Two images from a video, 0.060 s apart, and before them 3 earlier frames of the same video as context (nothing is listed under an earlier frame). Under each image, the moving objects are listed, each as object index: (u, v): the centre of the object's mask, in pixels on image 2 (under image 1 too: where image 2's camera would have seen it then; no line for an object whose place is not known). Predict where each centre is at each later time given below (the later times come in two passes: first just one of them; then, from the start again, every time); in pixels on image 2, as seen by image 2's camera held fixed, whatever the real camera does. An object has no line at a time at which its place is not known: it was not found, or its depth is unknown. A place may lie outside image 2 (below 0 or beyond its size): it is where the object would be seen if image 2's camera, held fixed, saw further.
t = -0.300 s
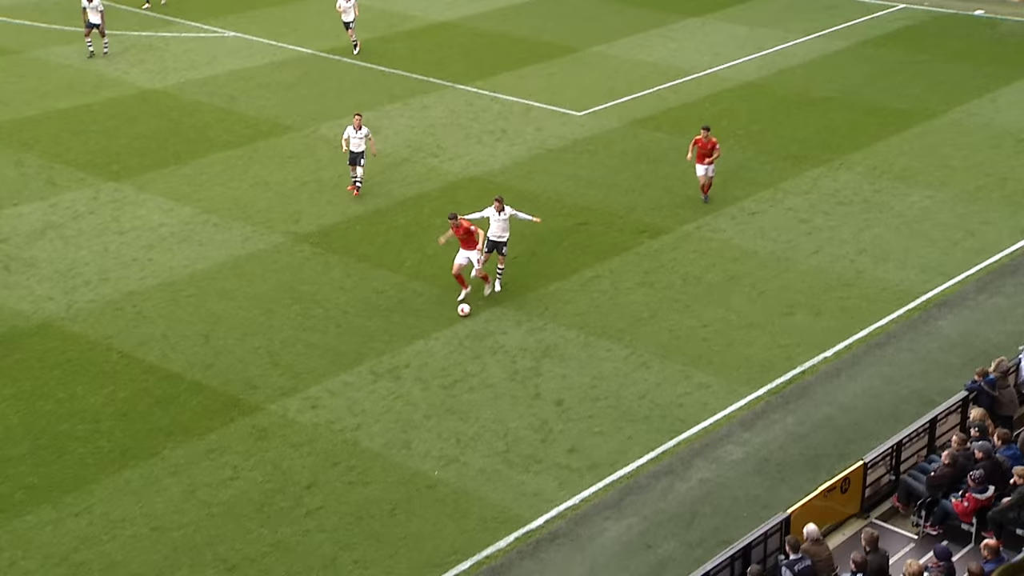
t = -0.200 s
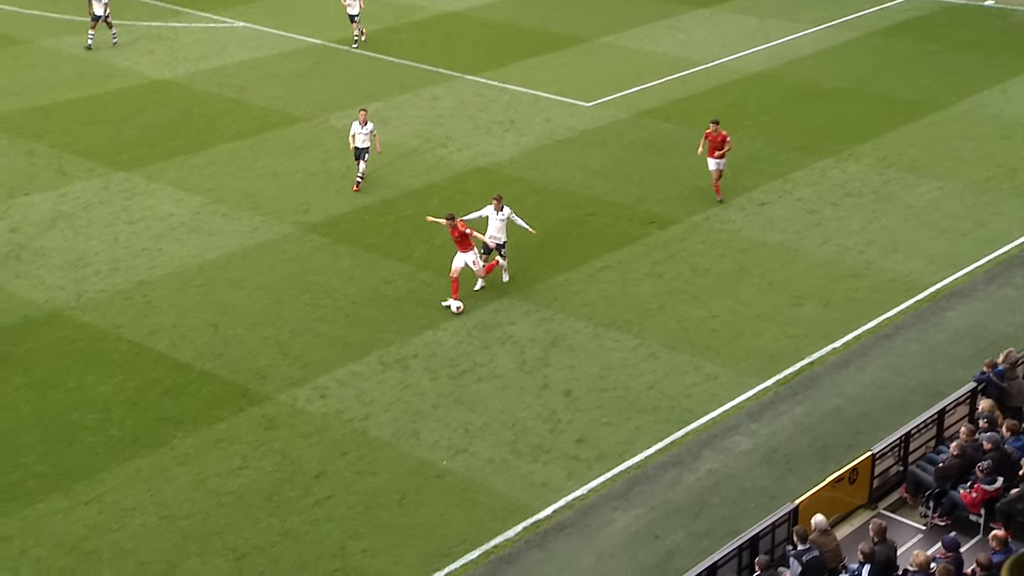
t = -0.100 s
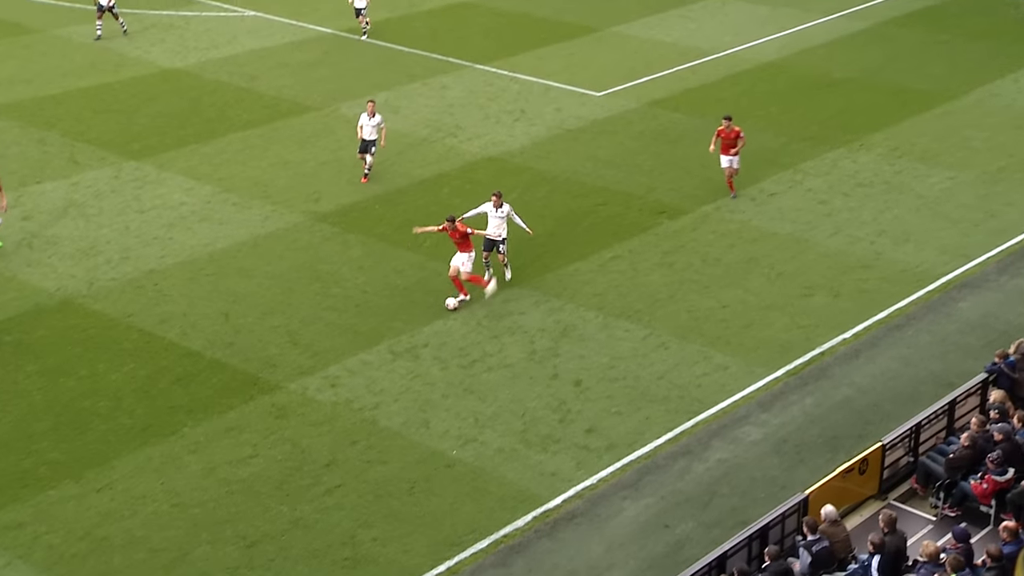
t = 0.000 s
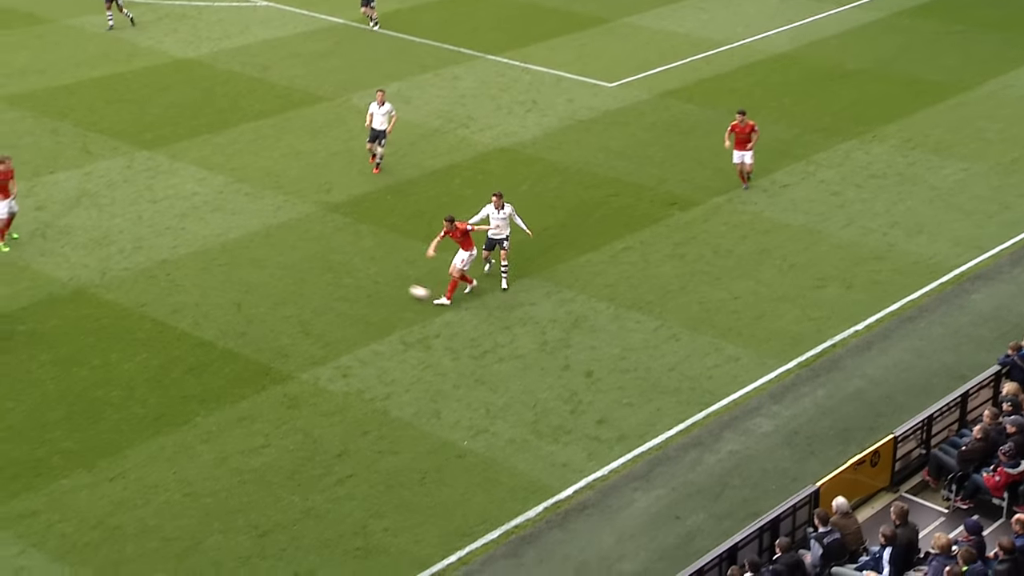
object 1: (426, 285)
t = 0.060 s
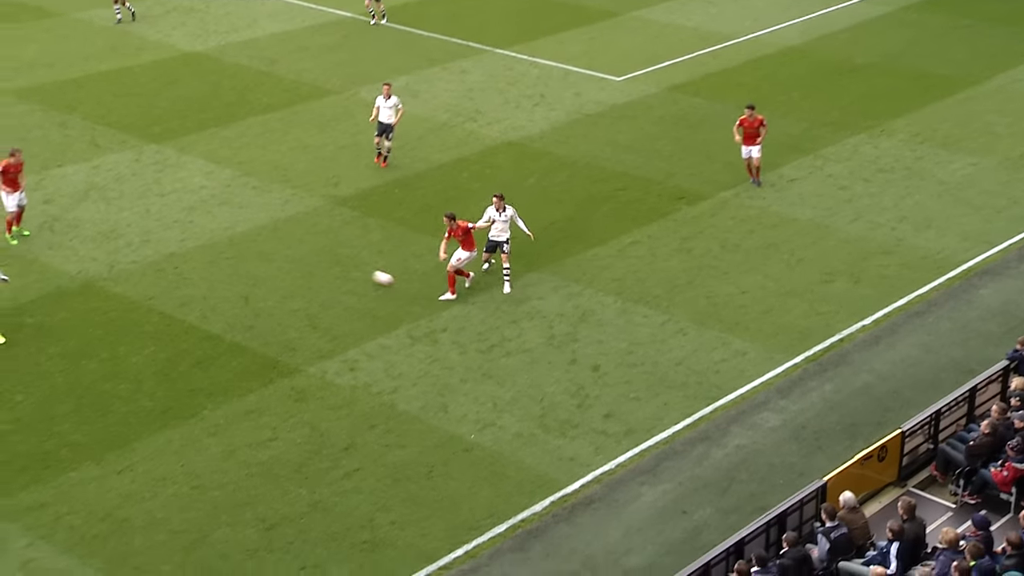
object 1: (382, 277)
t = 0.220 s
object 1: (276, 259)
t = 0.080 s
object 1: (367, 275)
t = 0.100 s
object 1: (354, 272)
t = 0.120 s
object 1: (340, 270)
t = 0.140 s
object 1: (326, 268)
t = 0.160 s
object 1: (313, 265)
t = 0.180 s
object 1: (301, 263)
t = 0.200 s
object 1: (288, 261)
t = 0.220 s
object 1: (276, 259)
